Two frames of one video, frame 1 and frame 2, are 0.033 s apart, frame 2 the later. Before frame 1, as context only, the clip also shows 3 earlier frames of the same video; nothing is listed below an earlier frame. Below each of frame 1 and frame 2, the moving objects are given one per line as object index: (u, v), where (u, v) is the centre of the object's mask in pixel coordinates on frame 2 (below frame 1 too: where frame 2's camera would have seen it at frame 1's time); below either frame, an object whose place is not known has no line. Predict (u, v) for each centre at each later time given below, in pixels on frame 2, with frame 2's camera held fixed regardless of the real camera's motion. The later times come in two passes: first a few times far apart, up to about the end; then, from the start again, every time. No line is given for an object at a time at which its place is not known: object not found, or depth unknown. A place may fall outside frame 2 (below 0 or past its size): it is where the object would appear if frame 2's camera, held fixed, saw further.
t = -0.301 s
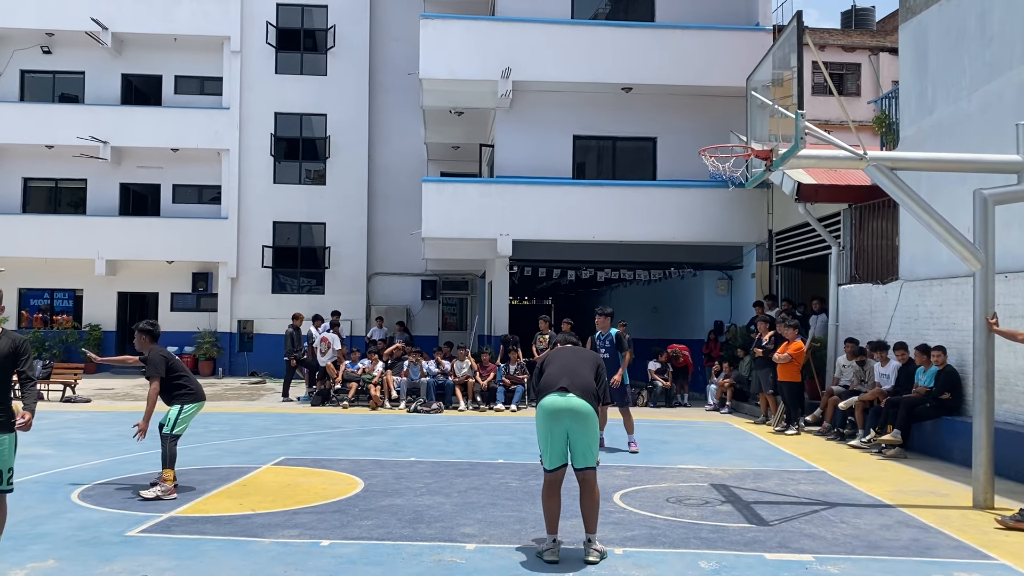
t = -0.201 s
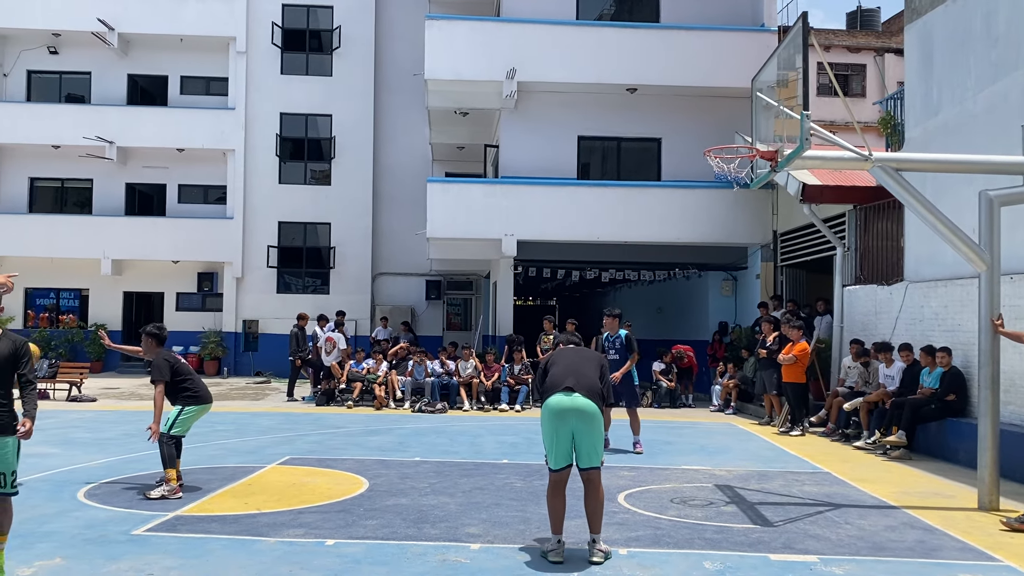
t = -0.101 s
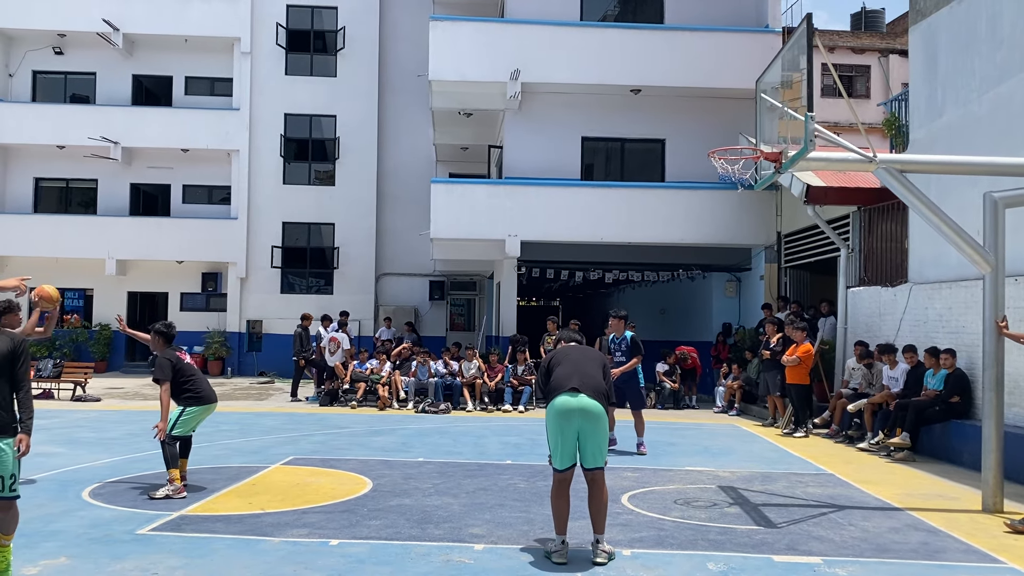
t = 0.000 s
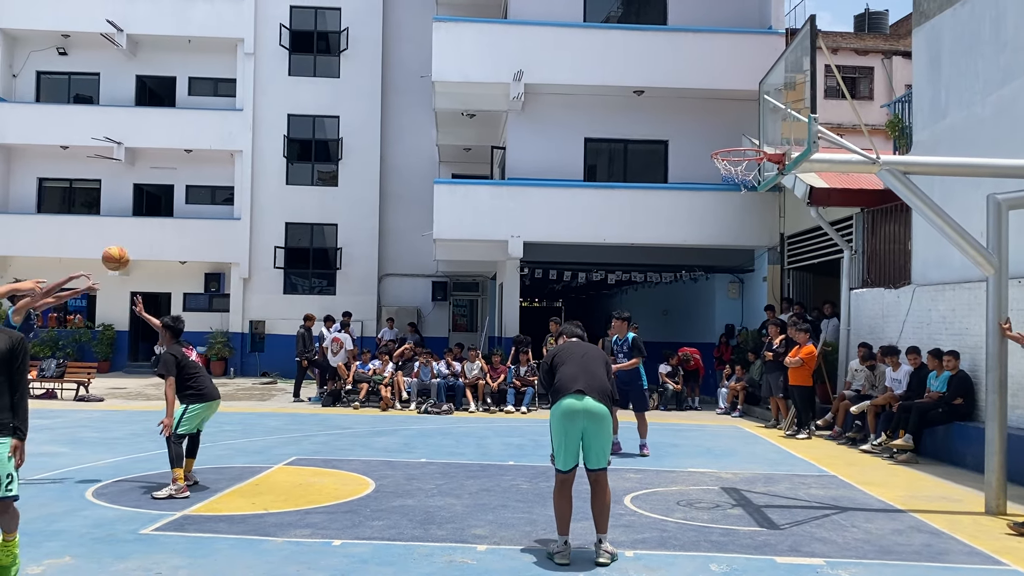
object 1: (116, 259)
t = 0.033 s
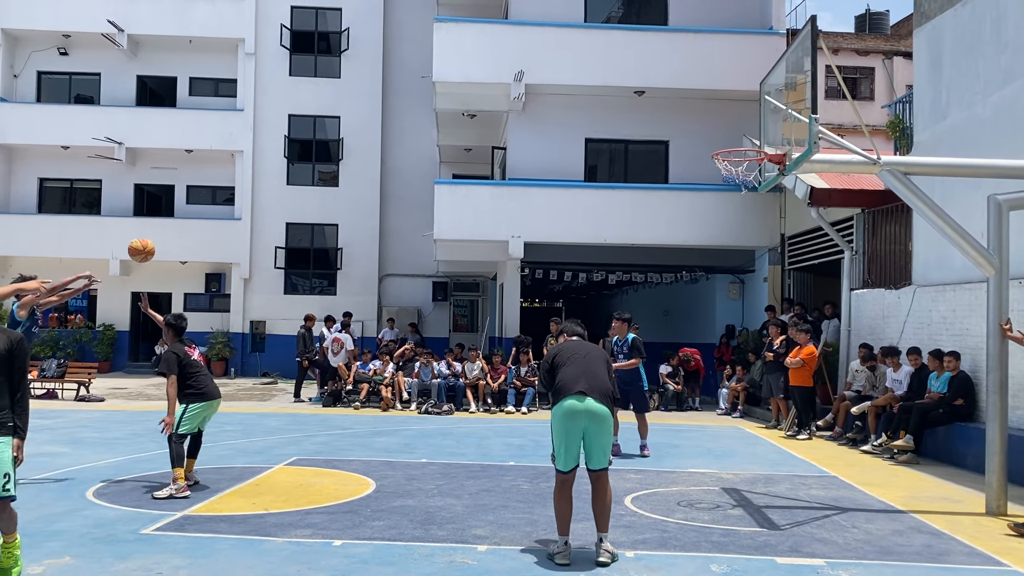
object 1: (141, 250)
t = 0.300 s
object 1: (331, 227)
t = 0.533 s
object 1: (481, 263)
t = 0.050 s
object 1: (154, 246)
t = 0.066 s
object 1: (166, 243)
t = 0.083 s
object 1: (178, 240)
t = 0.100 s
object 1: (191, 237)
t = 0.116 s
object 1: (203, 234)
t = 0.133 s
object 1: (215, 232)
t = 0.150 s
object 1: (227, 230)
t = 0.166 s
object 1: (239, 229)
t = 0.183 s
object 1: (251, 227)
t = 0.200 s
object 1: (263, 226)
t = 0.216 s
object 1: (274, 226)
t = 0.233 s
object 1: (286, 225)
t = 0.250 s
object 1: (297, 225)
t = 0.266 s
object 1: (309, 225)
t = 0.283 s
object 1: (320, 226)
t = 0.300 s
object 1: (331, 227)
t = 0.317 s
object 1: (342, 227)
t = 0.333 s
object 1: (353, 229)
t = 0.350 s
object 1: (365, 230)
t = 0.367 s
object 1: (376, 232)
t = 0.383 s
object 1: (386, 234)
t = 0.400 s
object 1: (397, 236)
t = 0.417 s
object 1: (408, 239)
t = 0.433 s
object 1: (419, 242)
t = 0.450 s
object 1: (429, 245)
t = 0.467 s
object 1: (439, 248)
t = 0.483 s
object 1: (450, 251)
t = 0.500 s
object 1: (460, 255)
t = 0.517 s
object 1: (470, 259)
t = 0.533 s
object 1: (481, 263)
